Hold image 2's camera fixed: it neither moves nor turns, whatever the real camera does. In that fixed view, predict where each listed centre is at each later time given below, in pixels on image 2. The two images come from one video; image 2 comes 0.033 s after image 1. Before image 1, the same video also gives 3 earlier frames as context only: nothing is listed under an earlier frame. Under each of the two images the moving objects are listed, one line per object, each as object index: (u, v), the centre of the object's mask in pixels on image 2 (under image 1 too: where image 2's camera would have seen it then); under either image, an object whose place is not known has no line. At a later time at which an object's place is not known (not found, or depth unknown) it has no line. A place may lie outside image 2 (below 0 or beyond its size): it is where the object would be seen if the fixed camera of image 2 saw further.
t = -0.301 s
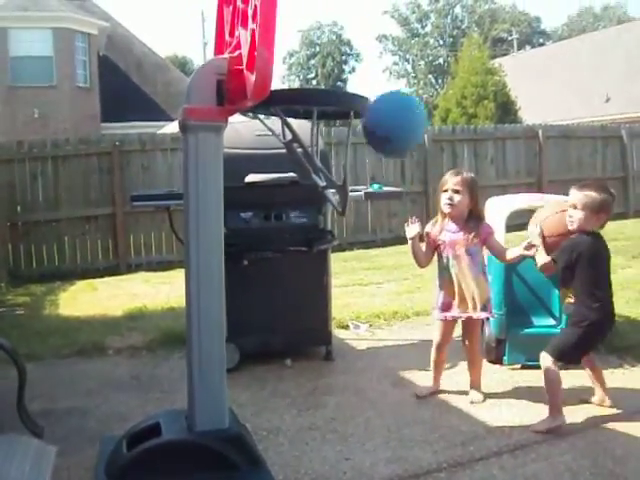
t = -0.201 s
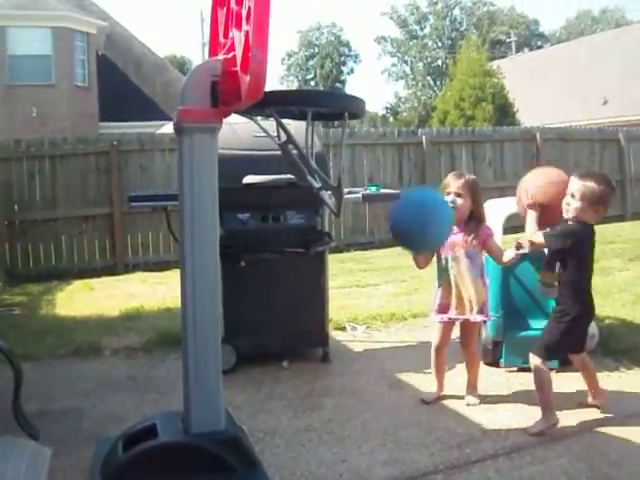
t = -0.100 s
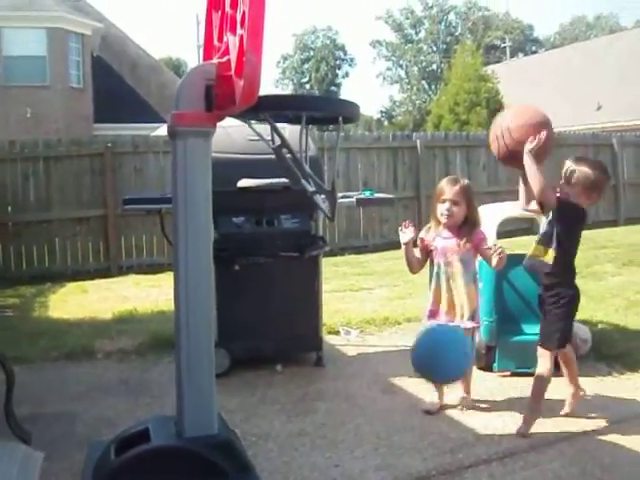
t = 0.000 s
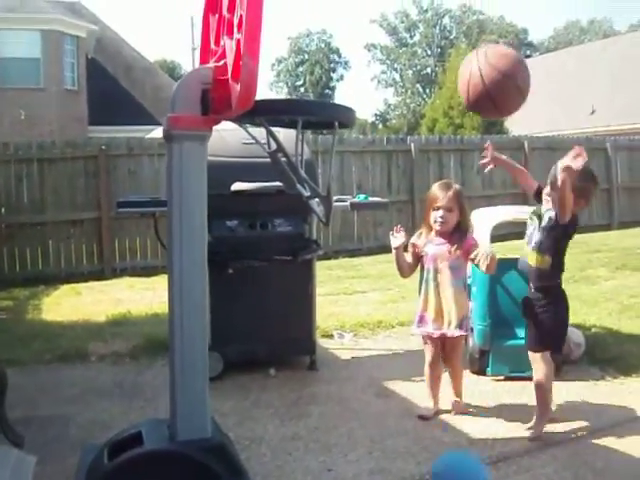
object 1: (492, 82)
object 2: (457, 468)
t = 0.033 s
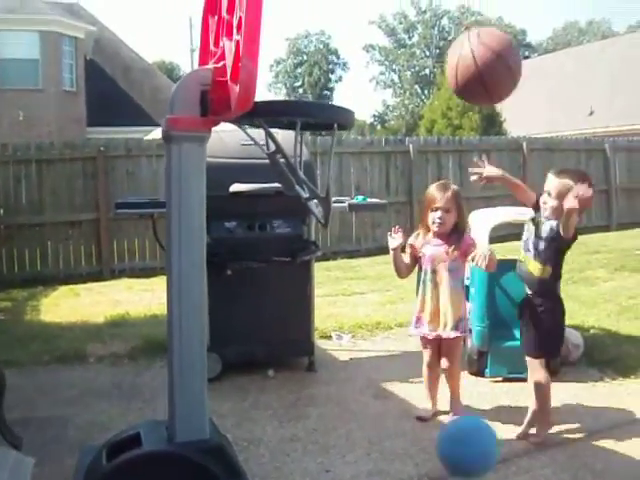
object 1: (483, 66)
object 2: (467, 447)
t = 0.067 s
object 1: (474, 52)
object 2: (479, 410)
